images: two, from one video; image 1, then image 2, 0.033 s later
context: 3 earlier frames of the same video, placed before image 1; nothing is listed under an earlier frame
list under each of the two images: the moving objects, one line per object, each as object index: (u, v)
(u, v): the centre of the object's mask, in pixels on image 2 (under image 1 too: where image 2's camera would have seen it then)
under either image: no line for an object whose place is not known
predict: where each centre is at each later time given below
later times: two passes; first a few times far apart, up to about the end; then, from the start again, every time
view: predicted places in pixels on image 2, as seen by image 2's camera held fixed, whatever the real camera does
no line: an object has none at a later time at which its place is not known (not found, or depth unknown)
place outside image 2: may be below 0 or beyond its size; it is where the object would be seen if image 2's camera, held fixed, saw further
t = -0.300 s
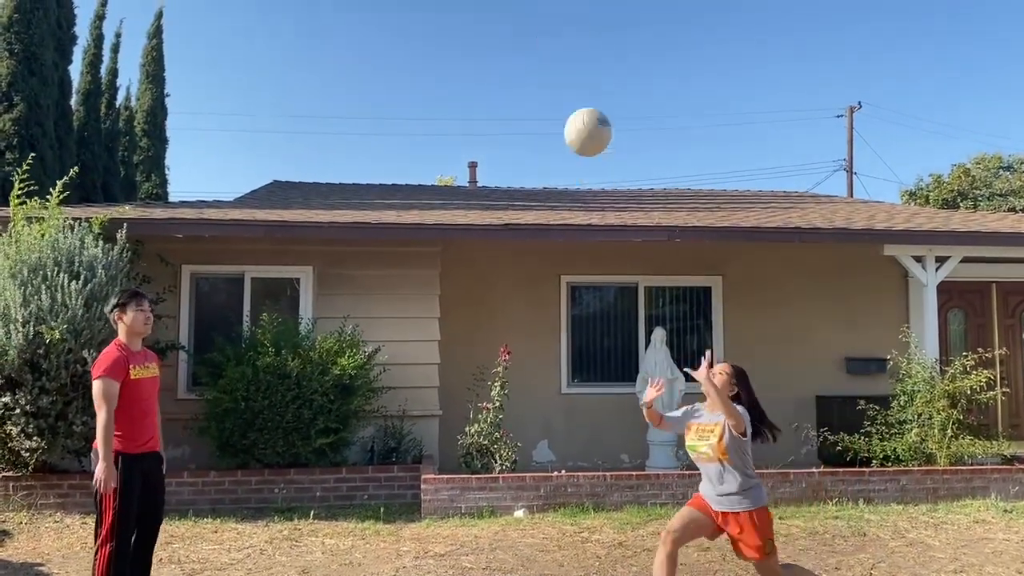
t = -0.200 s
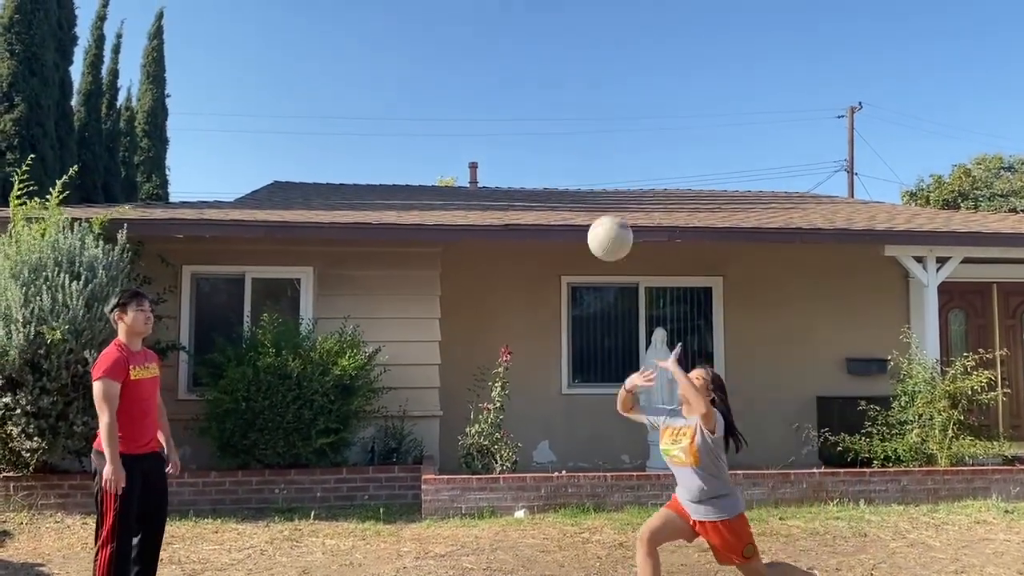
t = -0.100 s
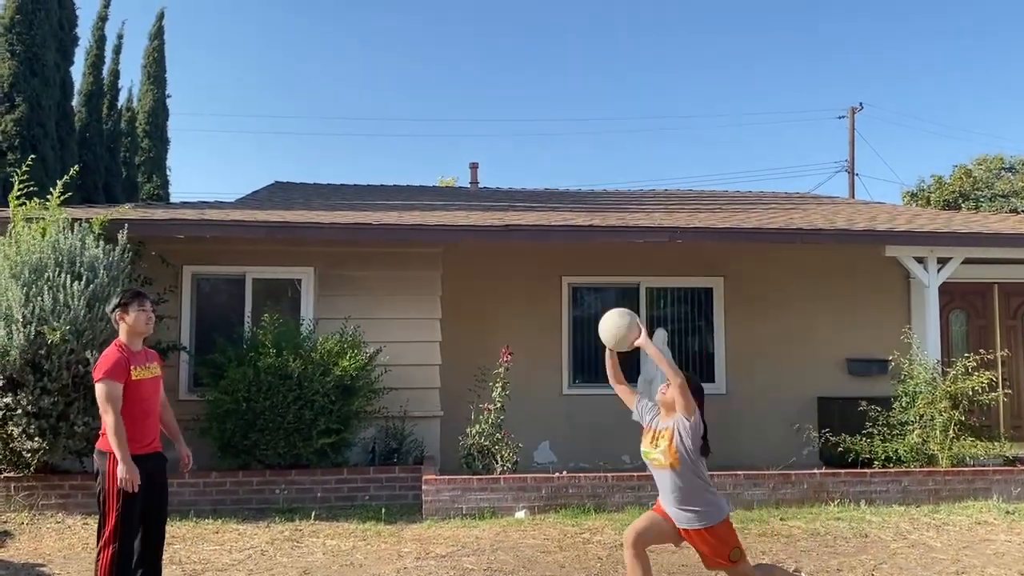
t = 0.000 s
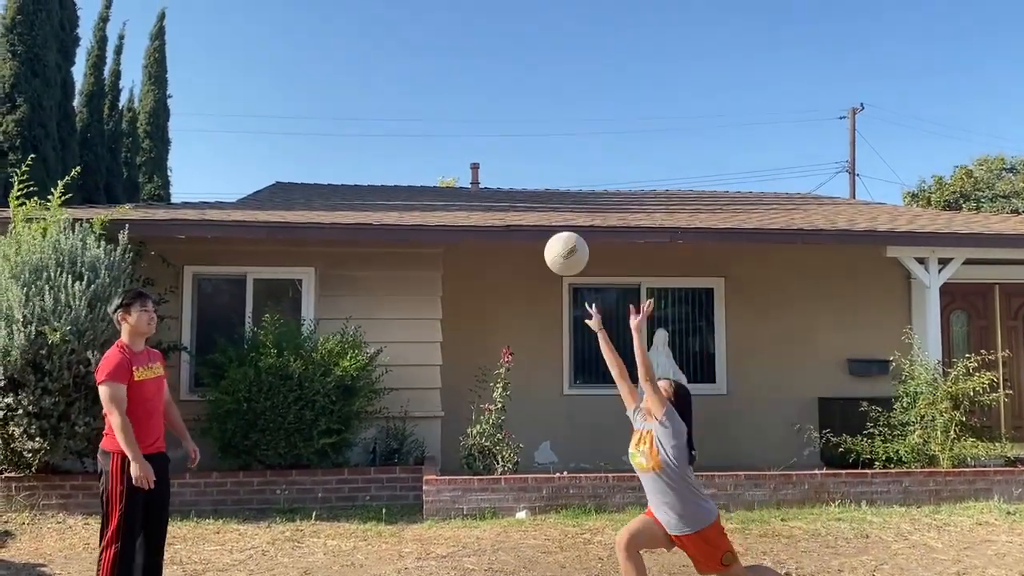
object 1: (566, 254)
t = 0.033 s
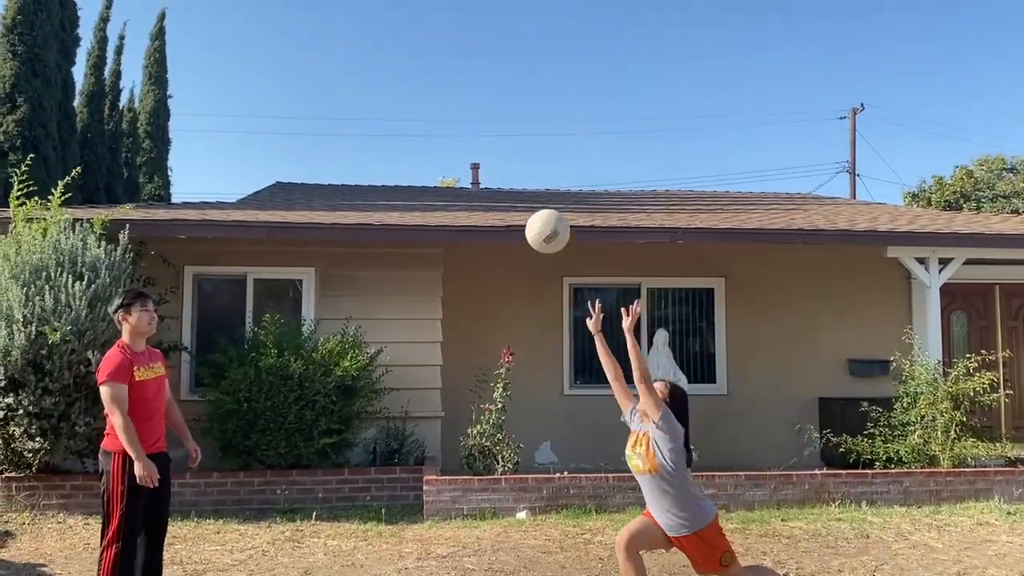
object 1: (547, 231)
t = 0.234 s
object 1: (428, 139)
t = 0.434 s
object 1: (299, 126)
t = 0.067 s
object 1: (528, 210)
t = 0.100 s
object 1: (509, 192)
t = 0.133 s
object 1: (489, 176)
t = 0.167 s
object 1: (469, 162)
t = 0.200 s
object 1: (449, 149)
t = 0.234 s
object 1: (428, 139)
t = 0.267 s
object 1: (408, 131)
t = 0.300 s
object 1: (386, 125)
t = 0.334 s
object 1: (365, 121)
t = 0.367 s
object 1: (344, 120)
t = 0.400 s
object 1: (322, 122)
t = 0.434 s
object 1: (299, 126)
